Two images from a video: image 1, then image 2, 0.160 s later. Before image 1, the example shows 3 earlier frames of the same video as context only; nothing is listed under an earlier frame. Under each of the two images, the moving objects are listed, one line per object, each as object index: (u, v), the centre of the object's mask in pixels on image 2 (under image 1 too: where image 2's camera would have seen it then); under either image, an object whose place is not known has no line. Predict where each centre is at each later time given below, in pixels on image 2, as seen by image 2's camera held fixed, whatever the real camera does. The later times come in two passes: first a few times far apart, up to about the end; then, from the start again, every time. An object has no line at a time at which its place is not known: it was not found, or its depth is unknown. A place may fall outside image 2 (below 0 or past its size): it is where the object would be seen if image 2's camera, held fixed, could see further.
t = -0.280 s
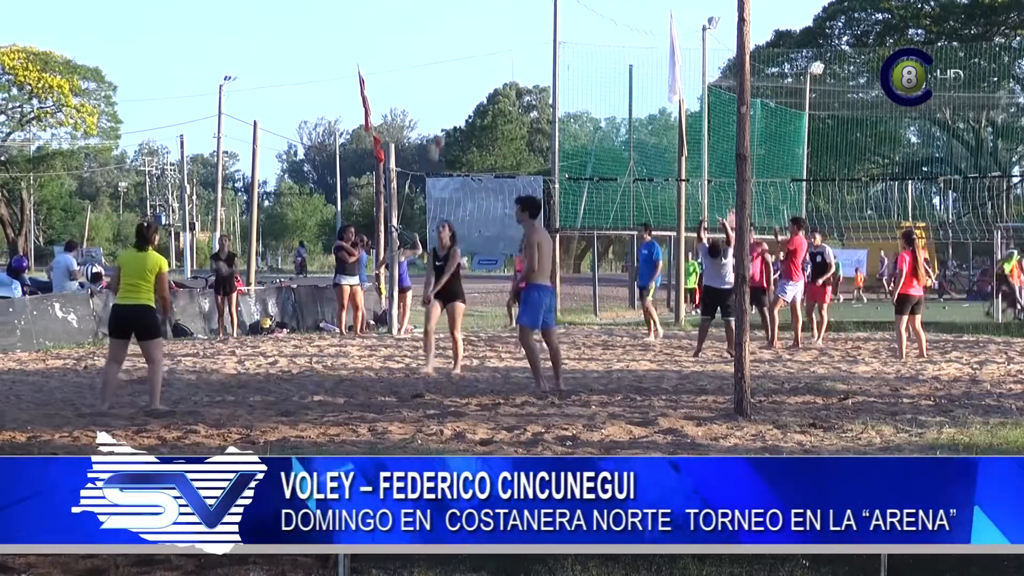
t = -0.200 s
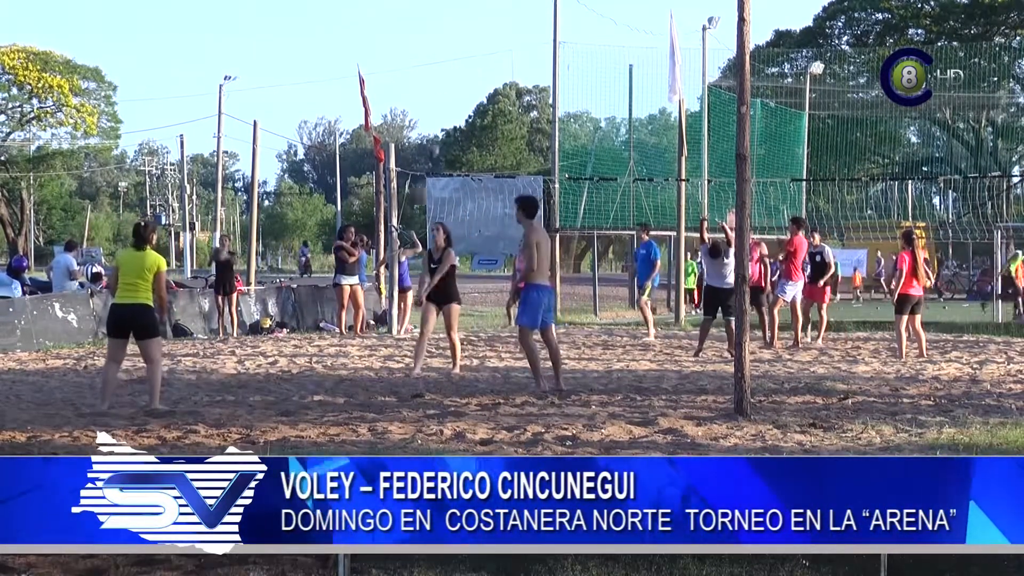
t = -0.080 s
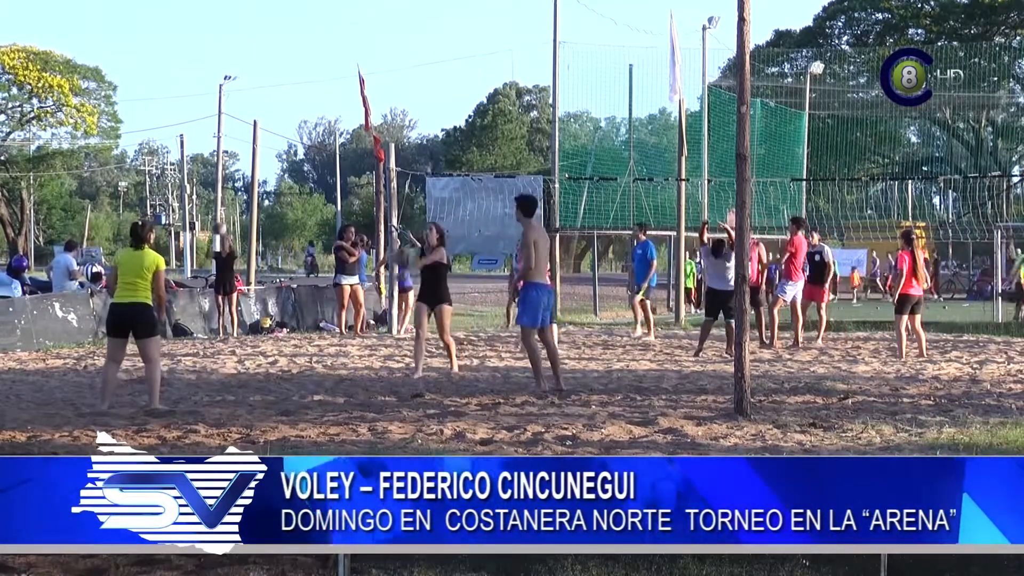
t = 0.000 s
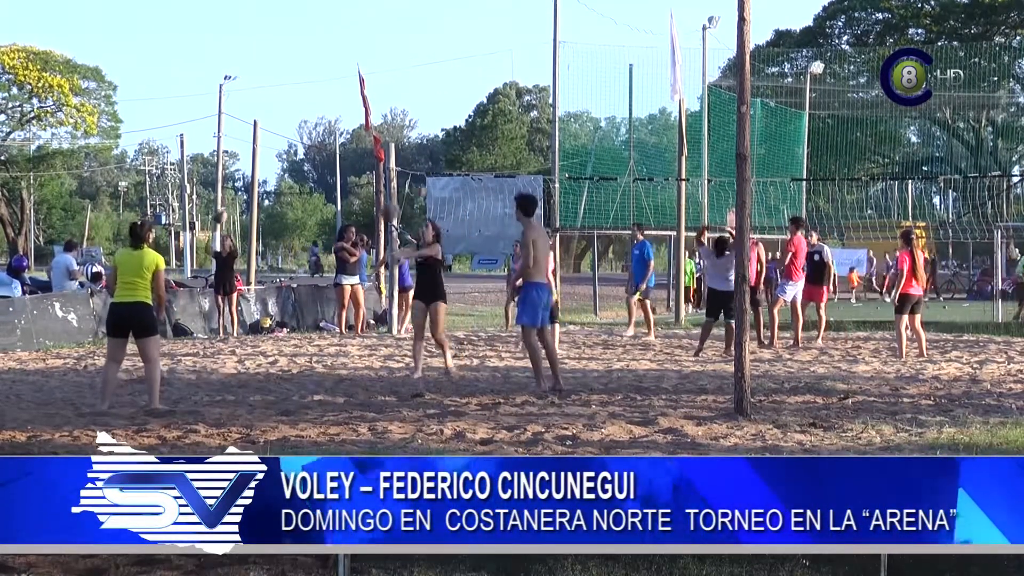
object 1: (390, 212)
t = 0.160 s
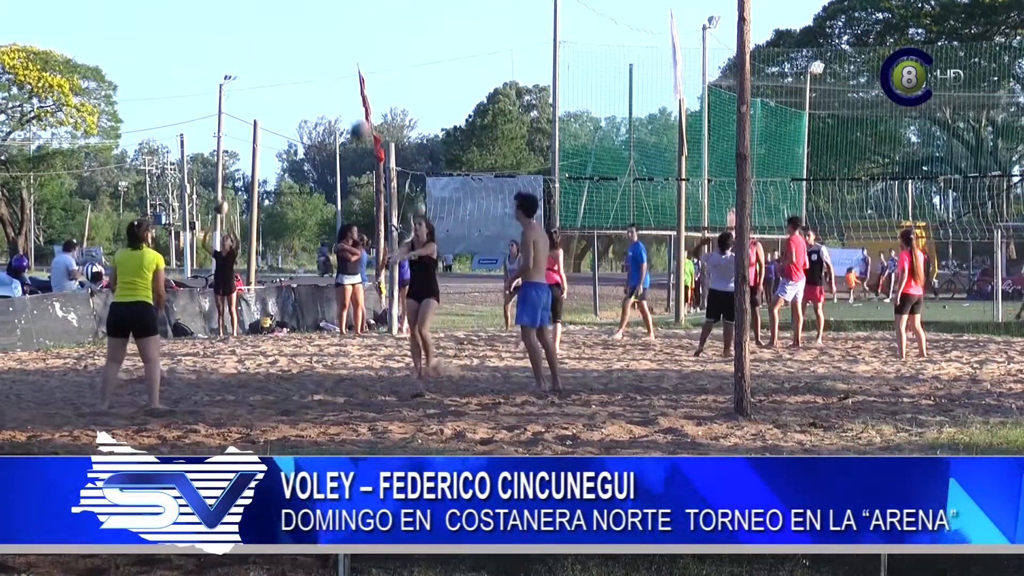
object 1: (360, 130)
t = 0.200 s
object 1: (351, 114)
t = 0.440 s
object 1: (306, 51)
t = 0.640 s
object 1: (269, 45)
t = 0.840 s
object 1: (232, 82)
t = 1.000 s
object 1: (201, 147)
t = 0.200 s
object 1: (351, 114)
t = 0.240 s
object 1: (345, 99)
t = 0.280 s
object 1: (337, 87)
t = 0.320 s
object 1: (329, 75)
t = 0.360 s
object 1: (322, 66)
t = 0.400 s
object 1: (313, 58)
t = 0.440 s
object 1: (306, 51)
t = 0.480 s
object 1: (299, 46)
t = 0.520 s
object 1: (292, 44)
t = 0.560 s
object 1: (285, 43)
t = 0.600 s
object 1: (277, 43)
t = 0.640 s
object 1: (269, 45)
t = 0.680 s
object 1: (262, 49)
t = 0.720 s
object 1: (255, 54)
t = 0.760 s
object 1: (247, 62)
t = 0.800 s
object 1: (240, 71)
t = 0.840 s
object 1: (232, 82)
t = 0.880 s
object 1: (224, 95)
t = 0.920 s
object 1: (217, 111)
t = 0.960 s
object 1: (209, 128)
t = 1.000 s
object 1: (201, 147)
